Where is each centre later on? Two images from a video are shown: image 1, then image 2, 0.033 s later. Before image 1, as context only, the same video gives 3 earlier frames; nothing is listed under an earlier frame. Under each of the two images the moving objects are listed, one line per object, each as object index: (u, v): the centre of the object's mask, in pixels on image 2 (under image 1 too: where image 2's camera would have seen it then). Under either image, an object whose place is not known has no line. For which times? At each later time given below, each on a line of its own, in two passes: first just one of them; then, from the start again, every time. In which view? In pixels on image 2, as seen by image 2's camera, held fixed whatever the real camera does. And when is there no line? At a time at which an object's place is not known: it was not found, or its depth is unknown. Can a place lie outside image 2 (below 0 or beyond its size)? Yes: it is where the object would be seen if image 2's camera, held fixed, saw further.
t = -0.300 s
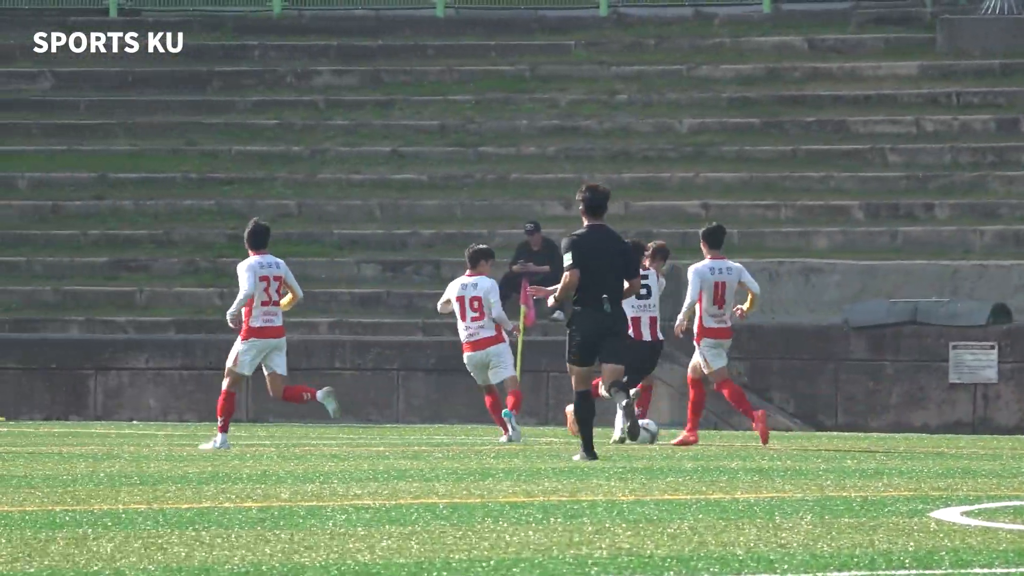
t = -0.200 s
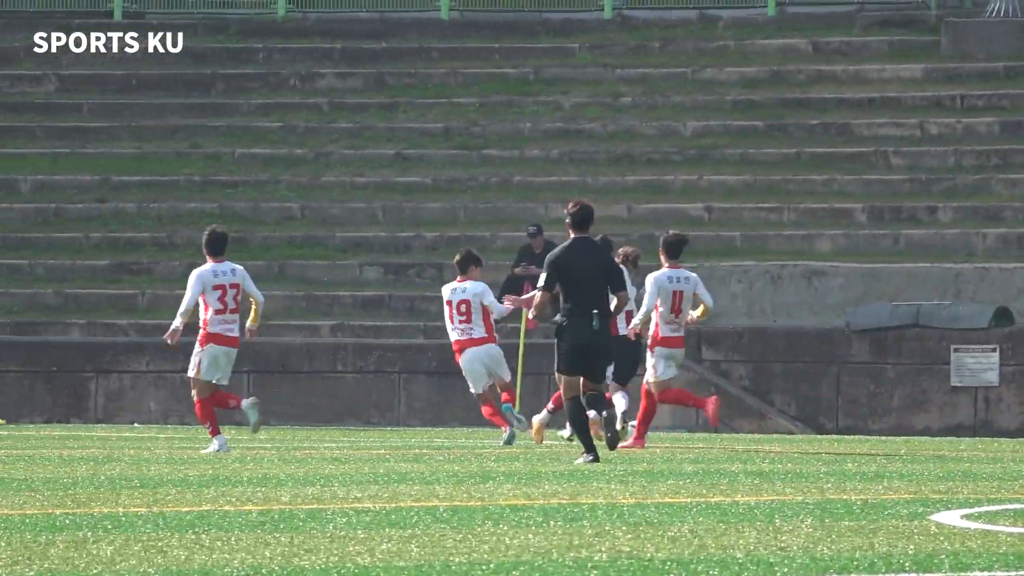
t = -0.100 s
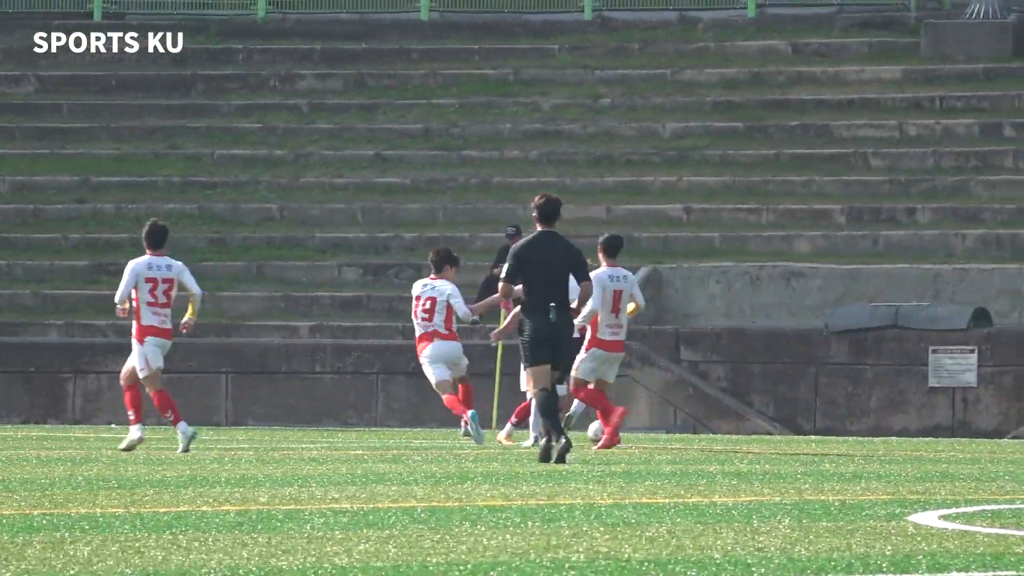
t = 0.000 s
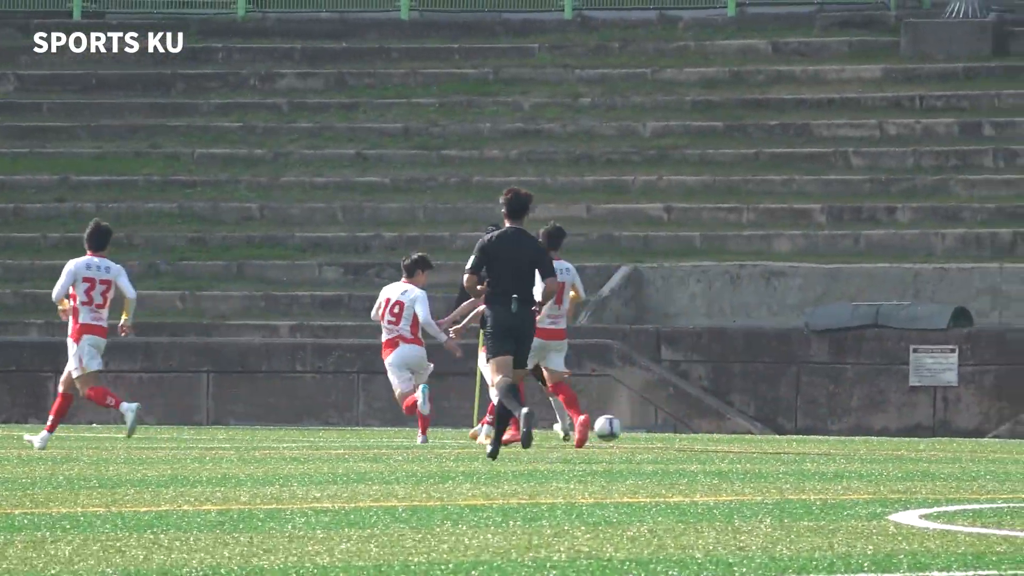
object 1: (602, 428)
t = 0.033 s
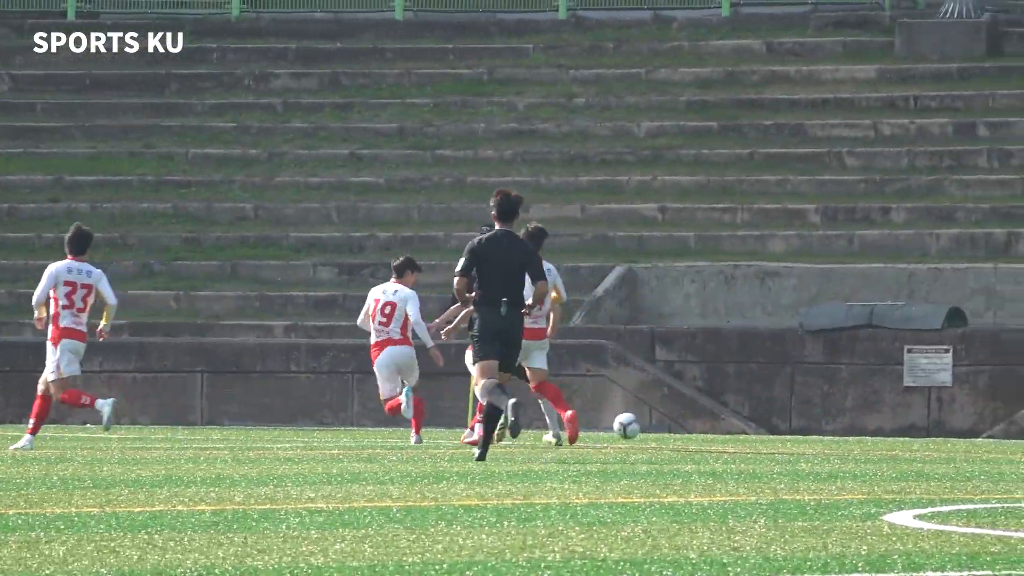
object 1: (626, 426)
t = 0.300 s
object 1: (810, 431)
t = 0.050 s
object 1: (639, 424)
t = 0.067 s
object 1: (651, 425)
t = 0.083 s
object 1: (664, 424)
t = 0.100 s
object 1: (676, 424)
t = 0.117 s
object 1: (688, 425)
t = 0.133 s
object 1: (701, 426)
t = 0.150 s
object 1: (713, 427)
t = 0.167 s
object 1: (726, 429)
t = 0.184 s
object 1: (738, 431)
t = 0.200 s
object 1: (750, 434)
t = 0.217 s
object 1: (762, 436)
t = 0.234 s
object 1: (774, 437)
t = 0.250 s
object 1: (783, 436)
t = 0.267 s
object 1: (792, 434)
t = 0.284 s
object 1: (801, 433)
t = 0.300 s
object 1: (810, 431)
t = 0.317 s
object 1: (819, 430)
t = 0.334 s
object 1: (827, 430)
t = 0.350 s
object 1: (837, 429)
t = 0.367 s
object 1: (845, 430)
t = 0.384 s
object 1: (854, 430)
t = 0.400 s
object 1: (863, 431)
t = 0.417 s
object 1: (871, 433)
